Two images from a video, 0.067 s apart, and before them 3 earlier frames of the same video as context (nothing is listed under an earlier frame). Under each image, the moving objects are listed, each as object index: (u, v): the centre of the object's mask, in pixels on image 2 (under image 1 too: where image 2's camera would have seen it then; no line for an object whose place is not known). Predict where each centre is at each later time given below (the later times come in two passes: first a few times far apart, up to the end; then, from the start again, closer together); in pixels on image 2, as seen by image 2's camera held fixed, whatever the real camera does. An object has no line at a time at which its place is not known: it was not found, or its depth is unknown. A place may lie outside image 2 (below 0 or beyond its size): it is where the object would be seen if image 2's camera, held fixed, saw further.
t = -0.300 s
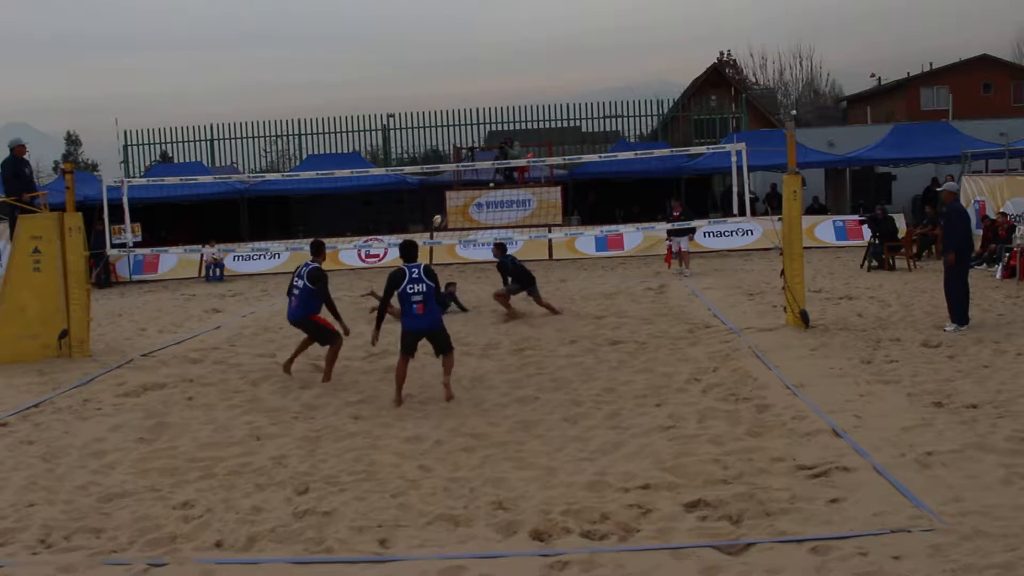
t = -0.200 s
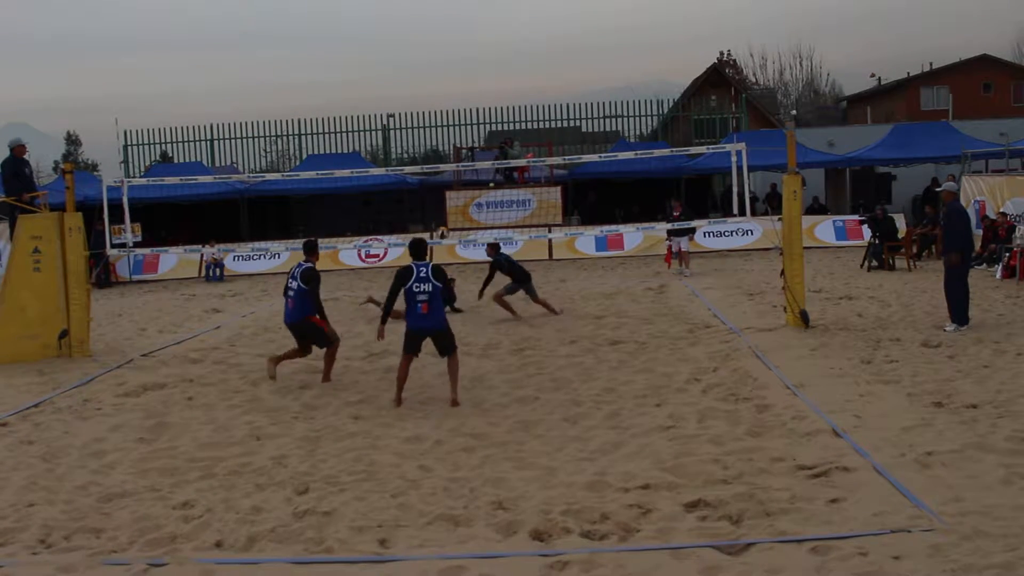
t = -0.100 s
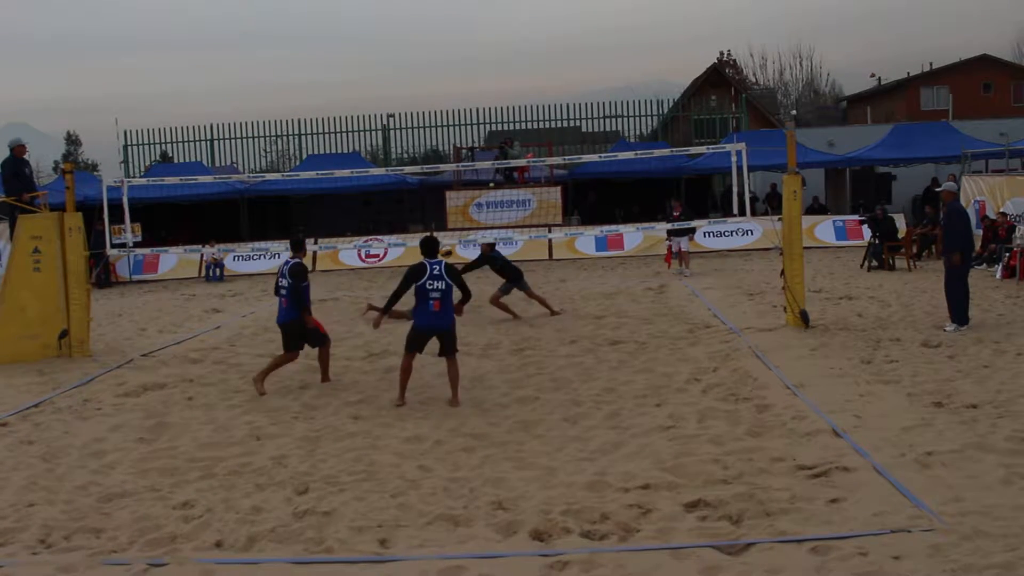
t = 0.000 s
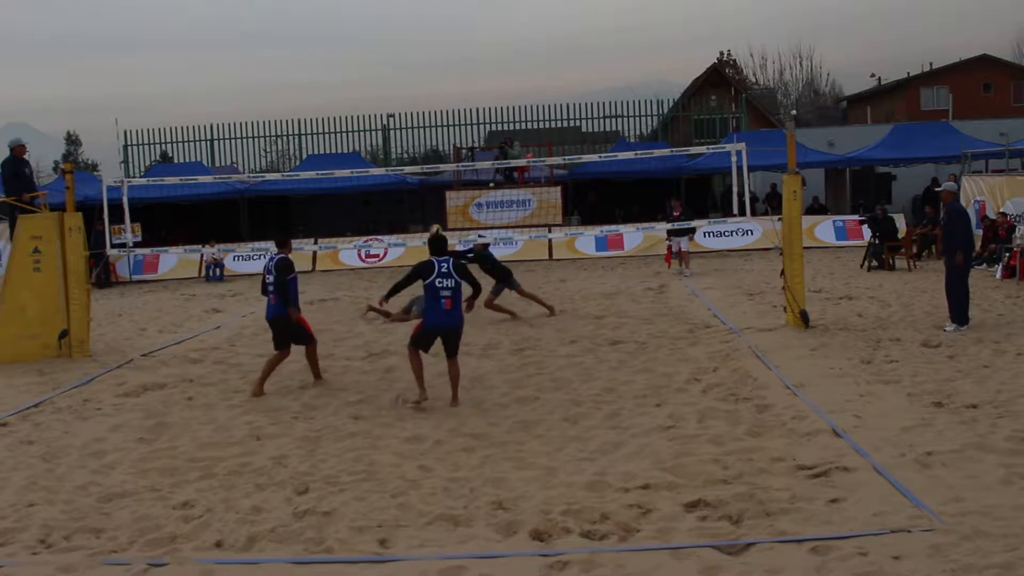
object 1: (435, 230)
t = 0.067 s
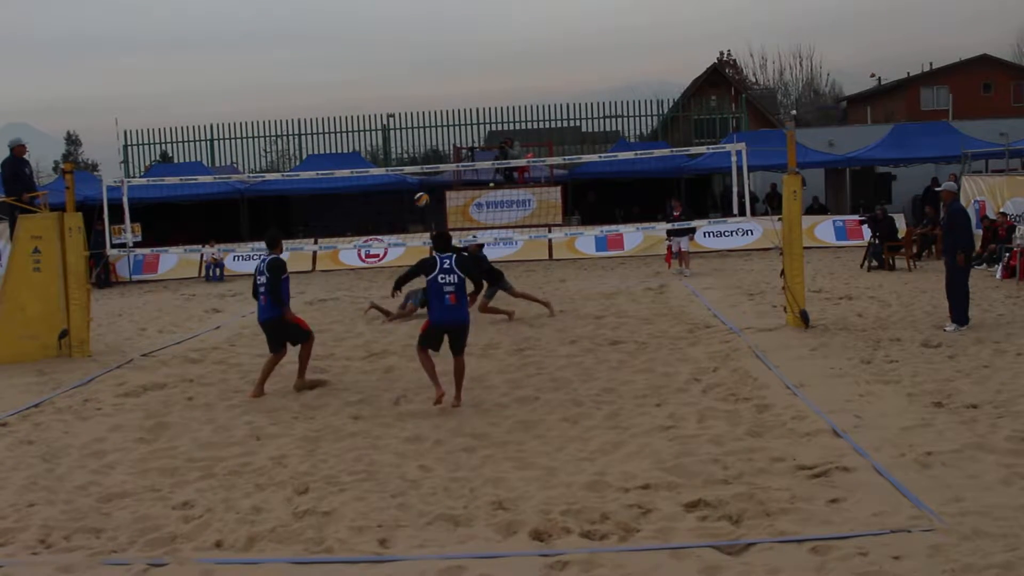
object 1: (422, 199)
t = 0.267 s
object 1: (380, 117)
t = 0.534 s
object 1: (324, 39)
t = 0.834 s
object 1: (248, 11)
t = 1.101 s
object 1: (177, 56)
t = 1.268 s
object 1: (129, 128)
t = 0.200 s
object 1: (394, 142)
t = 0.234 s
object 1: (387, 129)
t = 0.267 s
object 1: (380, 117)
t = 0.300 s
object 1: (374, 105)
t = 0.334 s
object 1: (367, 94)
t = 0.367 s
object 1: (360, 83)
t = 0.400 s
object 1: (352, 73)
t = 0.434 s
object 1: (345, 63)
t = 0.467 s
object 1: (337, 55)
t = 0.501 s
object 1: (330, 47)
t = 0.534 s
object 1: (324, 39)
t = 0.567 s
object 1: (316, 33)
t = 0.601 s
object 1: (306, 27)
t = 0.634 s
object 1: (298, 22)
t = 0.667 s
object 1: (290, 18)
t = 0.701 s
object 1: (282, 15)
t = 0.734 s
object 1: (273, 12)
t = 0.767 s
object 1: (265, 11)
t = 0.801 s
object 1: (257, 10)
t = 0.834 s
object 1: (248, 11)
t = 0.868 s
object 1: (239, 12)
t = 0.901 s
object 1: (231, 15)
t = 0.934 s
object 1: (222, 19)
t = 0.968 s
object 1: (213, 25)
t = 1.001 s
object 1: (204, 31)
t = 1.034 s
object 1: (195, 38)
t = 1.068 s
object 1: (186, 46)
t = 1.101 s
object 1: (177, 56)
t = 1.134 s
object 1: (167, 67)
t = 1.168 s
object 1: (157, 80)
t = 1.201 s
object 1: (148, 94)
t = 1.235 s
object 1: (139, 110)
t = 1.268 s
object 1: (129, 128)
